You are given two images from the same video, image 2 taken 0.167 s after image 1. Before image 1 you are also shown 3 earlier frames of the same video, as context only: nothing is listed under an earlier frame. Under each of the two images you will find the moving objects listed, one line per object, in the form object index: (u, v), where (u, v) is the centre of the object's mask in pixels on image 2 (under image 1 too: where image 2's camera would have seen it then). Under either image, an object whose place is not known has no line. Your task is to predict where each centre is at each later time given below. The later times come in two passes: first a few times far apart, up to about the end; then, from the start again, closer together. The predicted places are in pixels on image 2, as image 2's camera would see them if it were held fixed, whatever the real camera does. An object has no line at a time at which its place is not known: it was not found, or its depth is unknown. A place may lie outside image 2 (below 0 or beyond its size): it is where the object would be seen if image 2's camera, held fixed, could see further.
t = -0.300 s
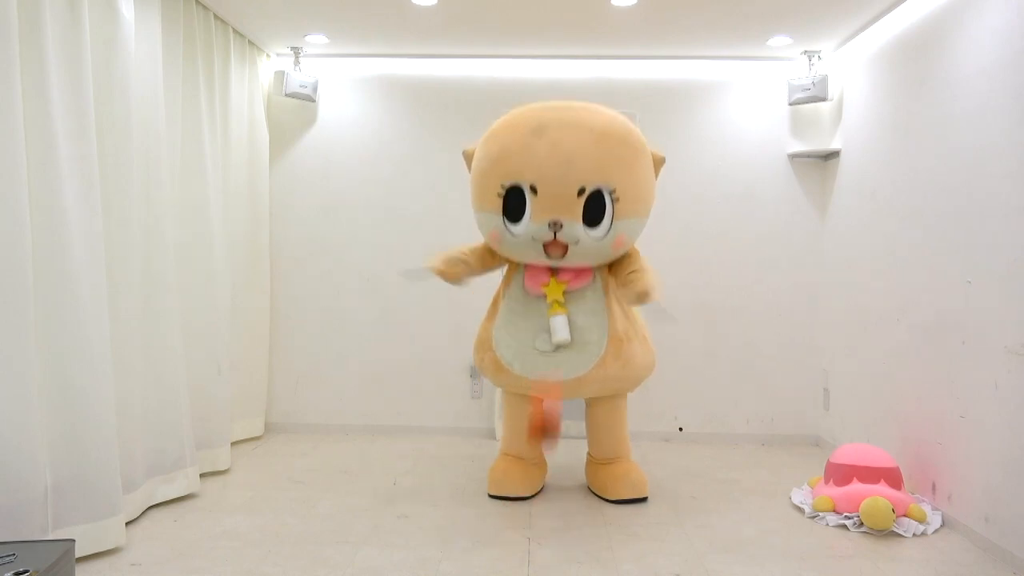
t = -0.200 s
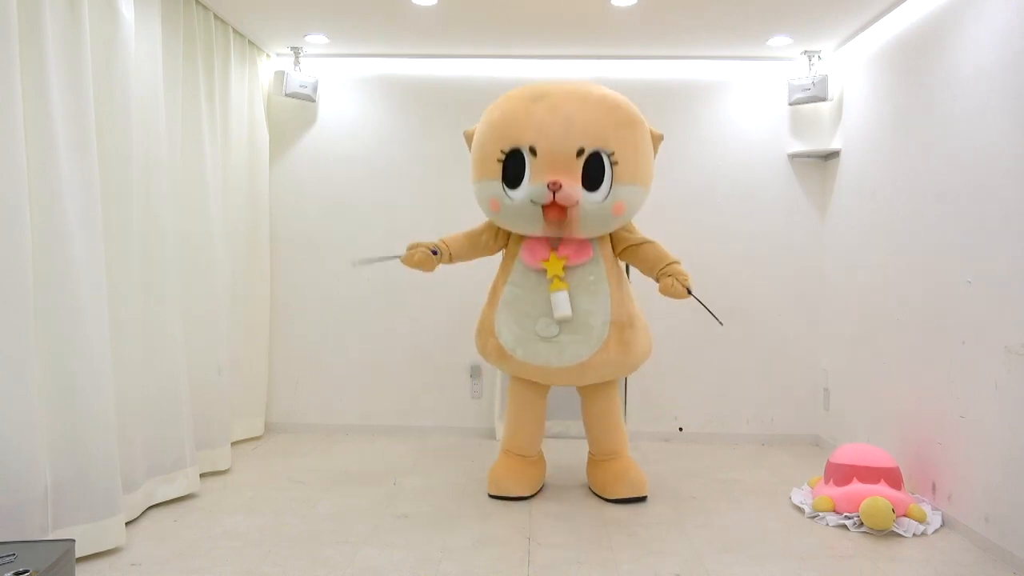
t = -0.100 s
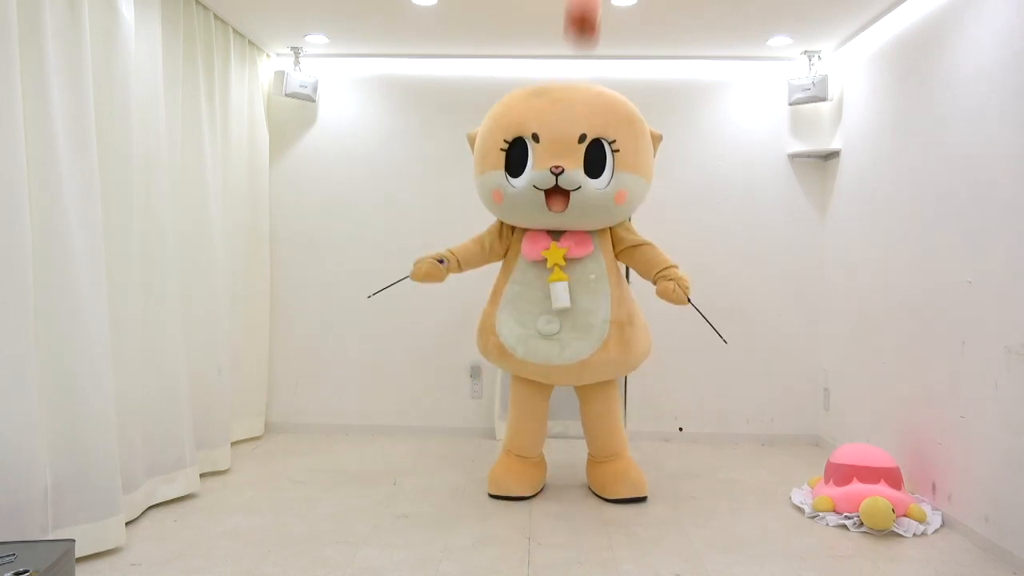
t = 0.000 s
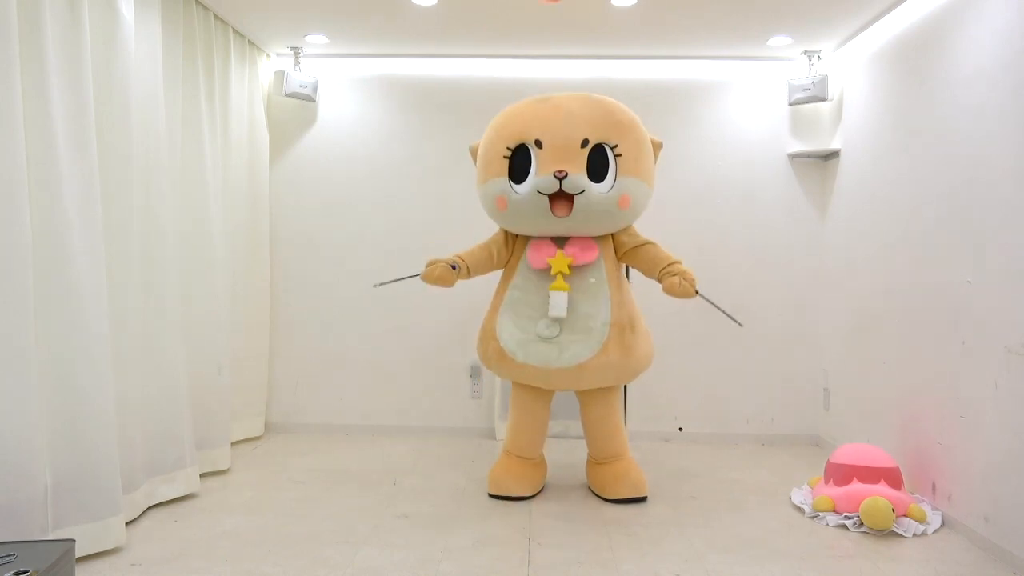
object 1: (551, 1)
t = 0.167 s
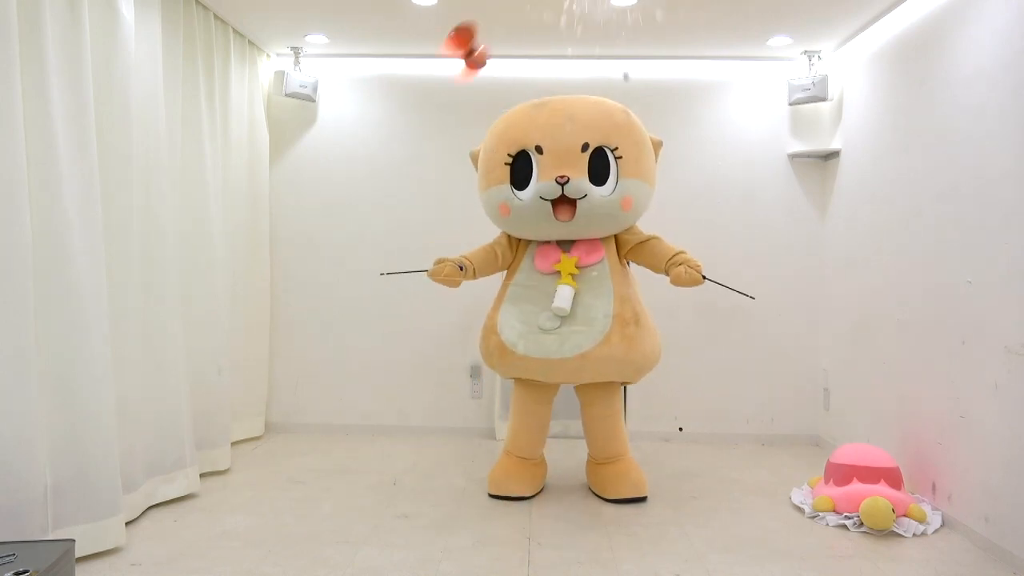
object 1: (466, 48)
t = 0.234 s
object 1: (432, 99)
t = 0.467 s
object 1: (321, 341)
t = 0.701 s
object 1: (210, 428)
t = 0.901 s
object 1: (112, 389)
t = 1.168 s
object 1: (74, 449)
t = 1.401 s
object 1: (96, 531)
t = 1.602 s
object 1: (118, 549)
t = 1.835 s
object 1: (155, 561)
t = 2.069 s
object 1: (163, 565)
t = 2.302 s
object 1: (163, 567)
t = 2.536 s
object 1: (167, 566)
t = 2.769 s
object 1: (163, 566)
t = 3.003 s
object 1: (163, 566)
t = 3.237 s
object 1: (163, 566)
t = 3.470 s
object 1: (167, 567)
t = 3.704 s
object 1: (167, 567)
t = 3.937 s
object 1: (163, 566)
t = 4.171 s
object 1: (163, 566)
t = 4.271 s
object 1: (163, 566)
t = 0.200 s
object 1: (450, 74)
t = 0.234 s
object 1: (432, 99)
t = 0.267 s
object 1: (416, 126)
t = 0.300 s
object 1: (400, 156)
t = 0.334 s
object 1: (384, 189)
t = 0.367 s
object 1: (368, 223)
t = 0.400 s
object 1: (352, 260)
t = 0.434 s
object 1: (336, 301)
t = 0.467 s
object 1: (321, 341)
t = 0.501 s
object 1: (305, 387)
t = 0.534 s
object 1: (290, 431)
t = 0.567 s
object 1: (275, 476)
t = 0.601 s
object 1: (261, 477)
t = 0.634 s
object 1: (244, 459)
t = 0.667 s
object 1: (228, 442)
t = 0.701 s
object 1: (210, 428)
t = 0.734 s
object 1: (193, 416)
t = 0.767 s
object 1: (174, 405)
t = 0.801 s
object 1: (156, 397)
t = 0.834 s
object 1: (135, 392)
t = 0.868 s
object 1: (124, 390)
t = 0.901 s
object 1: (112, 389)
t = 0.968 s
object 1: (93, 378)
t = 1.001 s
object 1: (88, 382)
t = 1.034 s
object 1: (86, 385)
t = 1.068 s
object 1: (82, 401)
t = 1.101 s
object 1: (79, 415)
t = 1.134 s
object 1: (77, 431)
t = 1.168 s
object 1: (74, 449)
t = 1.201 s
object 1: (75, 465)
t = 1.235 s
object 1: (77, 469)
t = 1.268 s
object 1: (78, 473)
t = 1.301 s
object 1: (82, 483)
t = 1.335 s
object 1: (85, 493)
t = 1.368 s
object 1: (90, 510)
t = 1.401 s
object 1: (96, 531)
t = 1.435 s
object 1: (101, 548)
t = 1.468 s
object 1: (103, 544)
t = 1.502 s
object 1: (107, 542)
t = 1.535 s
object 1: (110, 542)
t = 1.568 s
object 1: (114, 545)
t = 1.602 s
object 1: (118, 549)
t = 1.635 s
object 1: (121, 553)
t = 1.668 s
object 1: (126, 552)
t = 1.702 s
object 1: (132, 552)
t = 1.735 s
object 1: (138, 554)
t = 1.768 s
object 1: (144, 556)
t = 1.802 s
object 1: (149, 558)
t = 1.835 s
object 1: (155, 561)
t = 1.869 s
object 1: (160, 563)
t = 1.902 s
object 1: (162, 564)
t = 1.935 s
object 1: (162, 563)
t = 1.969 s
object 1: (161, 562)
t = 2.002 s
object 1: (162, 563)
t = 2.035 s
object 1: (163, 563)
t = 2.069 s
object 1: (163, 565)
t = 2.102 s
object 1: (166, 565)
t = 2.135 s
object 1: (165, 565)
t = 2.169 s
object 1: (167, 567)
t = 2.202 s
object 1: (167, 567)
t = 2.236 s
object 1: (167, 567)
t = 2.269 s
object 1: (163, 567)
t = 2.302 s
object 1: (163, 567)
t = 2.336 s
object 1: (167, 567)
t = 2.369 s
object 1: (167, 566)
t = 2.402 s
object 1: (167, 566)
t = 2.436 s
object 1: (167, 566)
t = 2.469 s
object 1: (167, 566)
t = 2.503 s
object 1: (167, 566)
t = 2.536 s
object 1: (167, 566)
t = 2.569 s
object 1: (167, 567)
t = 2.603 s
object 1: (163, 567)
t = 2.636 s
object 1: (167, 566)
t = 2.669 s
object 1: (166, 567)
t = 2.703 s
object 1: (163, 567)
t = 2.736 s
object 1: (167, 567)
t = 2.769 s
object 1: (163, 566)
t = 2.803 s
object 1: (163, 566)
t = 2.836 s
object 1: (163, 567)
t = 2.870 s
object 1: (165, 567)
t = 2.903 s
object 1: (163, 566)
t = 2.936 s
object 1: (167, 567)
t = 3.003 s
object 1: (163, 566)
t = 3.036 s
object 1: (163, 565)
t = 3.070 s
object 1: (163, 566)
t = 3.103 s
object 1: (163, 566)
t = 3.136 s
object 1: (167, 567)
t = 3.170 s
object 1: (163, 566)
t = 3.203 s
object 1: (163, 566)
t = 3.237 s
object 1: (163, 566)
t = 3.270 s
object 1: (167, 567)
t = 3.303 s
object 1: (167, 567)
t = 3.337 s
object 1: (167, 567)
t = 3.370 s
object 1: (167, 567)
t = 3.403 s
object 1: (163, 566)
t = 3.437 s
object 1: (163, 566)
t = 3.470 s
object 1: (167, 567)
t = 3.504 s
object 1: (167, 567)
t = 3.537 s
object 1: (163, 567)
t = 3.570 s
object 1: (164, 566)
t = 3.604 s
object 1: (163, 566)
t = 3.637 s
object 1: (163, 566)
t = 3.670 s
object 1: (167, 567)
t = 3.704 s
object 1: (167, 567)
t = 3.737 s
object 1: (167, 567)
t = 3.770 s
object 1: (167, 567)
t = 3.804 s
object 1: (167, 567)
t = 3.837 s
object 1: (167, 567)
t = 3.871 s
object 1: (167, 567)
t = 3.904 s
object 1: (163, 566)
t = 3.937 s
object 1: (163, 566)
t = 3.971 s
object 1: (163, 566)
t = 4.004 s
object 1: (163, 566)
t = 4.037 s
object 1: (163, 566)
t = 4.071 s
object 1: (163, 566)
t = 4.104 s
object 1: (163, 566)
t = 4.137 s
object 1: (163, 566)
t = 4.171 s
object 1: (163, 566)
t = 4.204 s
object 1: (163, 566)
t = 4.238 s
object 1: (163, 566)
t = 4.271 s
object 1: (163, 566)
